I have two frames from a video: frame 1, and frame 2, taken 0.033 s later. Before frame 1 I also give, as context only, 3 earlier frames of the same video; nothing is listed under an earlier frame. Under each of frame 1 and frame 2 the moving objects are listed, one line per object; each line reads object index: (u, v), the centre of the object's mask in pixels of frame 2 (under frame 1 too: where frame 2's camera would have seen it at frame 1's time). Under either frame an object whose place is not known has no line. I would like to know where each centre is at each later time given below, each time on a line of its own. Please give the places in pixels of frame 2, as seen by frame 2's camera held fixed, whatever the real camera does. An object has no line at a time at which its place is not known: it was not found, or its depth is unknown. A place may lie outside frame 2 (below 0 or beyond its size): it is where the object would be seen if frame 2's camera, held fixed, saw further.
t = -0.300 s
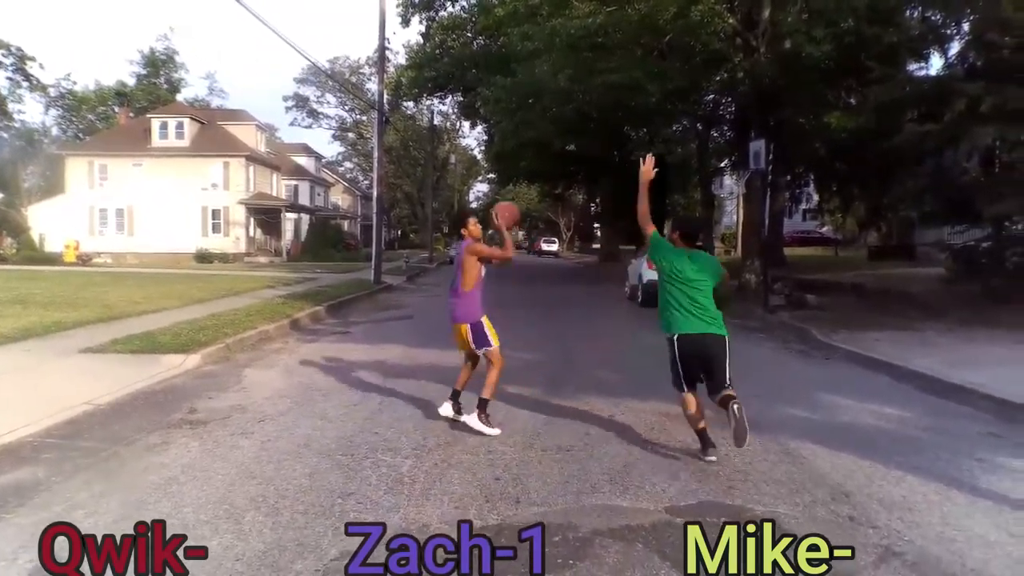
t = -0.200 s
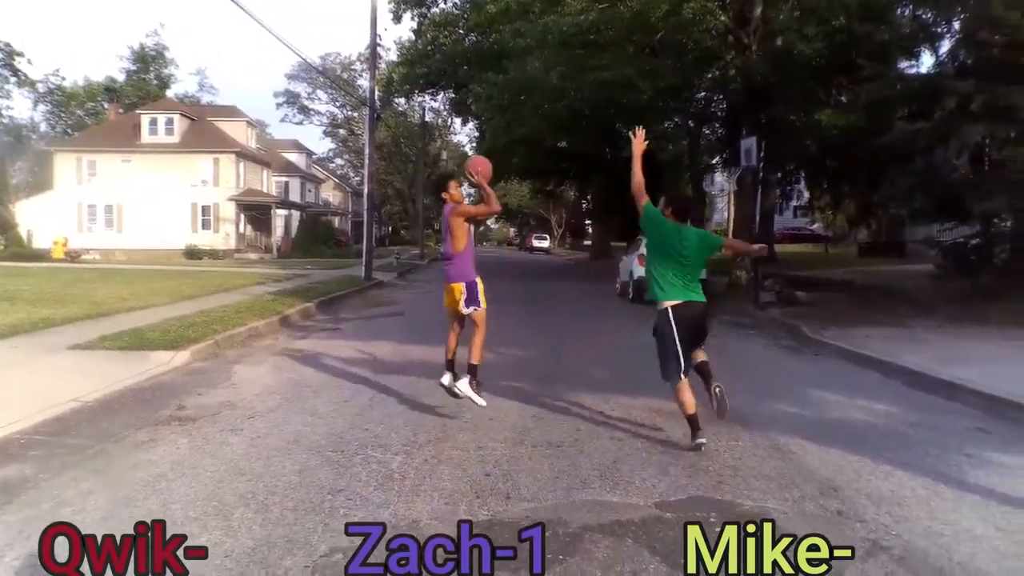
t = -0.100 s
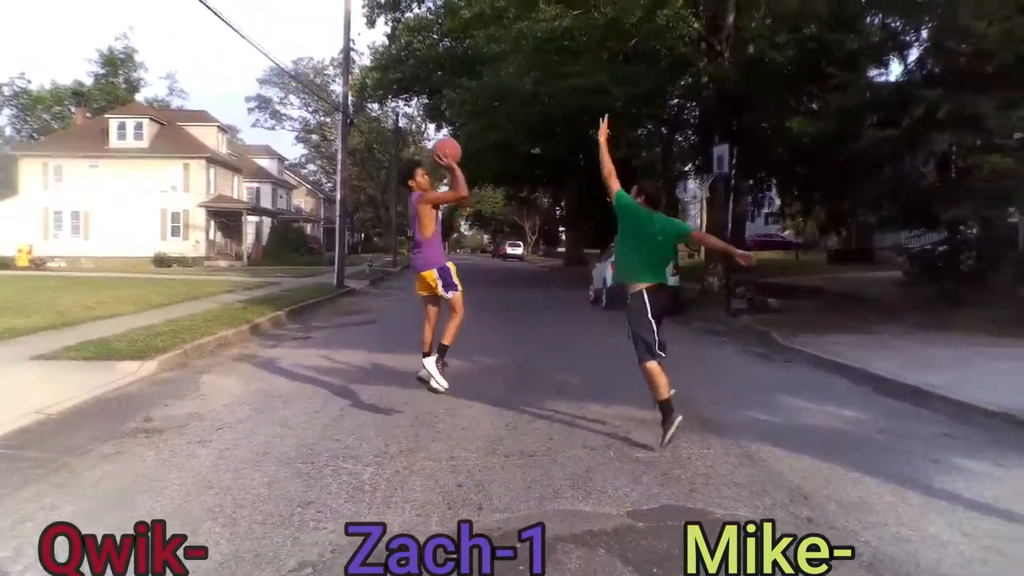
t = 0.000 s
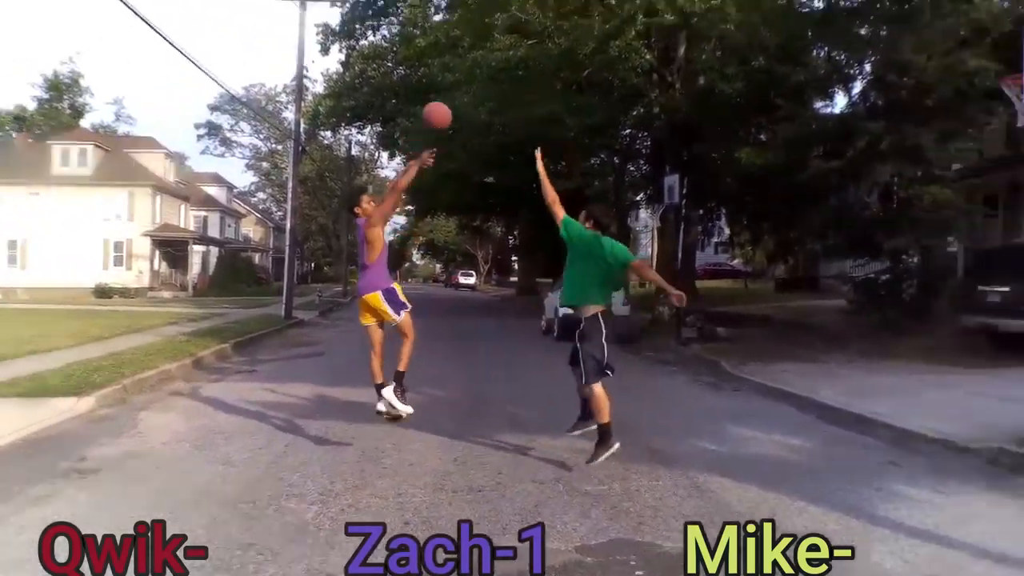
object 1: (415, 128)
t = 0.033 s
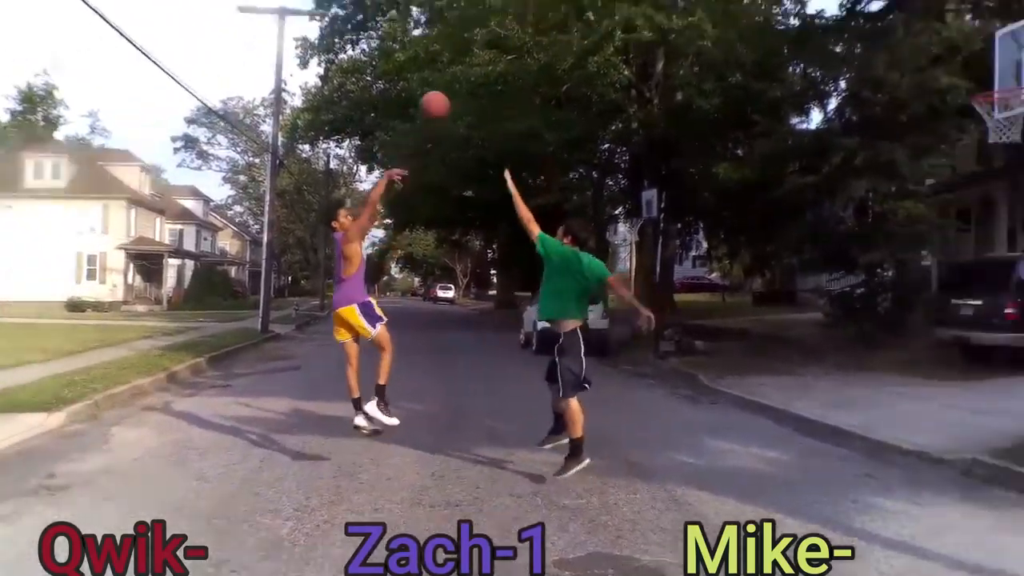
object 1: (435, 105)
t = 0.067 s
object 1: (455, 83)
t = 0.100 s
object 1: (473, 62)
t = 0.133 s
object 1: (491, 42)
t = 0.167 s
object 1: (512, 23)
